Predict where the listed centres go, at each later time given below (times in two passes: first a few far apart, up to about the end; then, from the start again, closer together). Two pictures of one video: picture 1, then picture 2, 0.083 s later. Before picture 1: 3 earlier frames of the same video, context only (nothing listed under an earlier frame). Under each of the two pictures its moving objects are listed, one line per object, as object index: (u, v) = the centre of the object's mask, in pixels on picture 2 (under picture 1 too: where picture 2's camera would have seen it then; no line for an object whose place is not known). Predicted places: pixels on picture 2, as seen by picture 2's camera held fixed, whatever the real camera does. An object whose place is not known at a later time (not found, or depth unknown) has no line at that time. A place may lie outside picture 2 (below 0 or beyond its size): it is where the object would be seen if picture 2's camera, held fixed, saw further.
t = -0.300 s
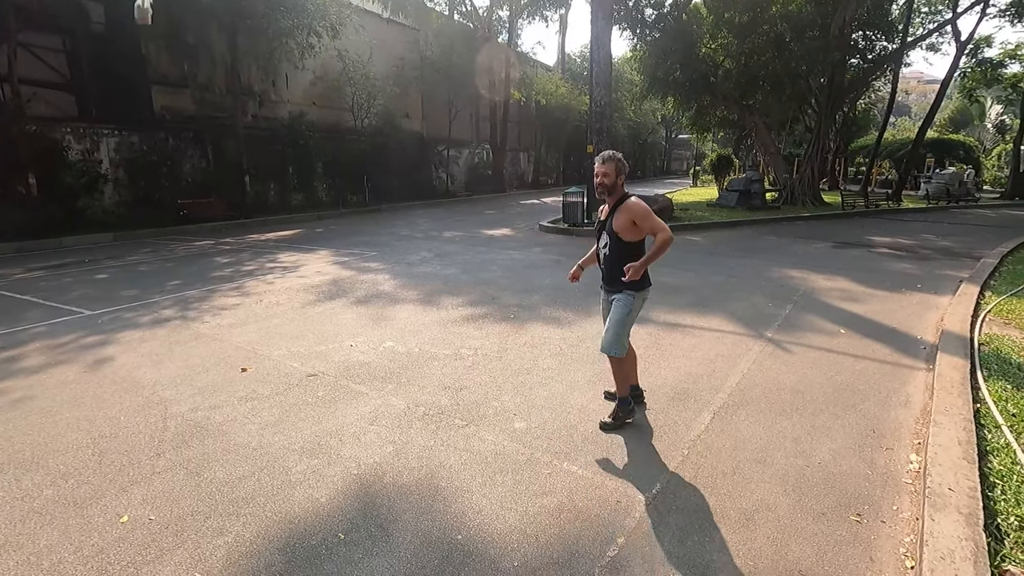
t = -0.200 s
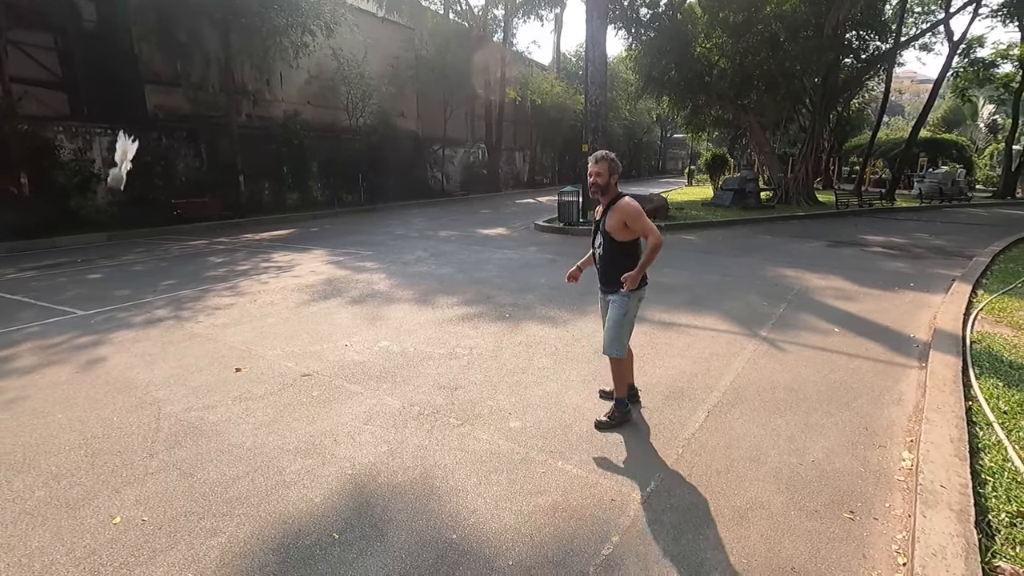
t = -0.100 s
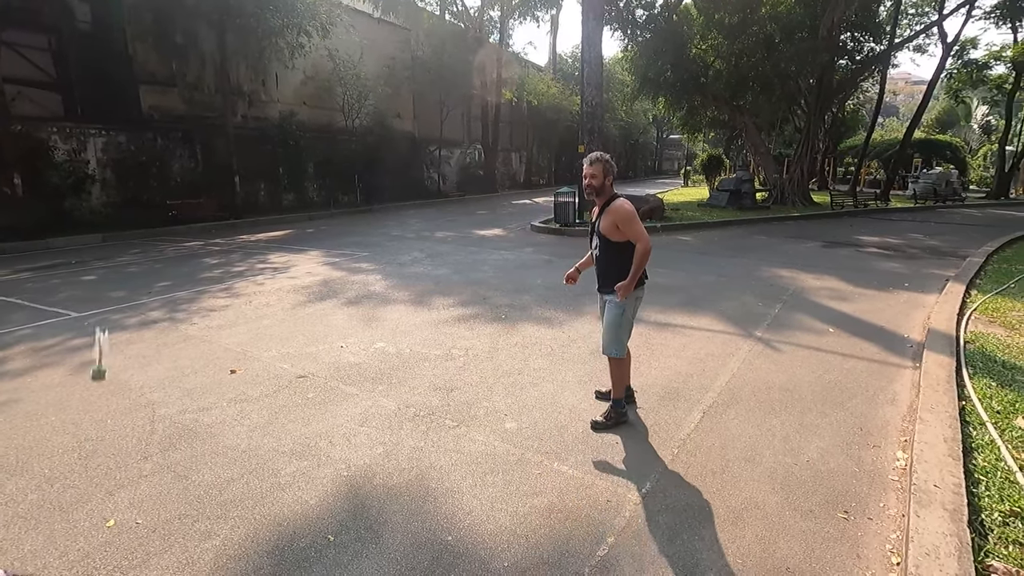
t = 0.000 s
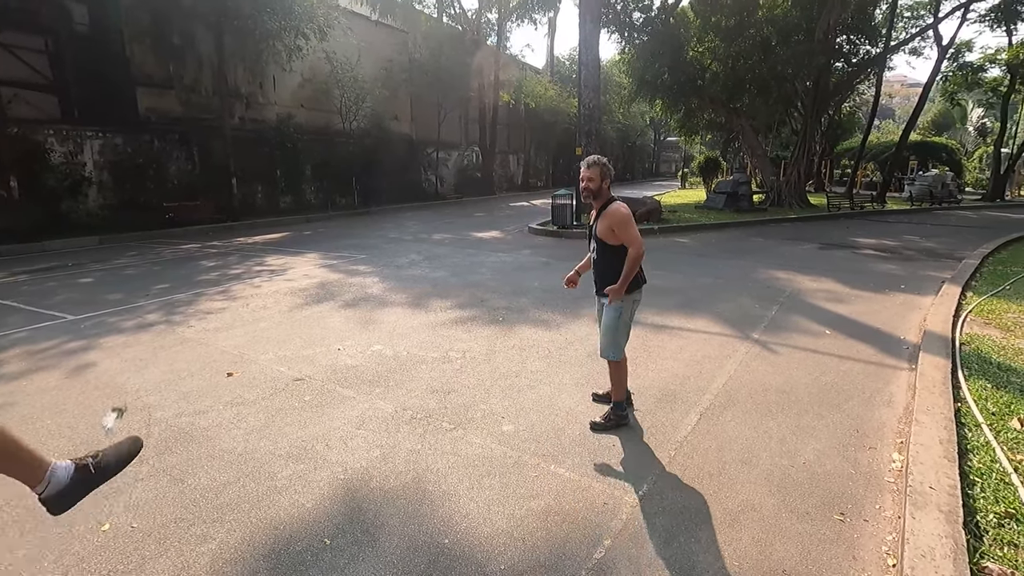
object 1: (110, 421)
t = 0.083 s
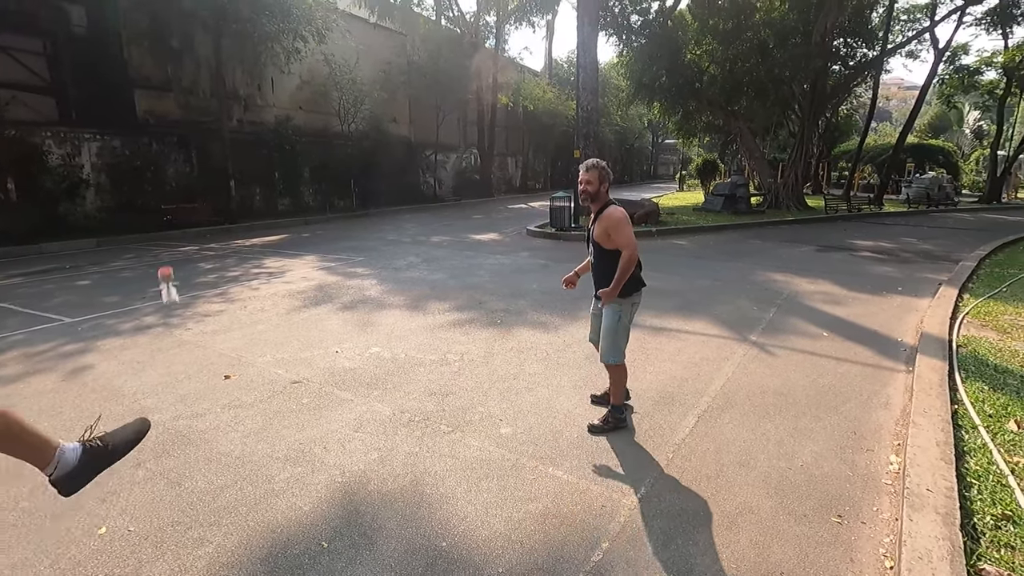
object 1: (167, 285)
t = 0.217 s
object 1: (237, 132)
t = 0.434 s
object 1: (351, 18)
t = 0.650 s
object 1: (452, 39)
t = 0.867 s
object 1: (534, 156)
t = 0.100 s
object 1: (177, 263)
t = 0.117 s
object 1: (187, 243)
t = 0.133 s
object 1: (196, 224)
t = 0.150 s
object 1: (205, 206)
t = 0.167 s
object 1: (213, 187)
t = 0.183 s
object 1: (221, 168)
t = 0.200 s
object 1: (229, 149)
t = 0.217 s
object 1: (237, 132)
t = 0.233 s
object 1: (245, 116)
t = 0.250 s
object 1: (254, 102)
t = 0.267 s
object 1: (260, 89)
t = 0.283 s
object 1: (270, 75)
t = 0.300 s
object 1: (280, 64)
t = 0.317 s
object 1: (287, 55)
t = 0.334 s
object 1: (297, 46)
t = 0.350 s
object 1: (305, 39)
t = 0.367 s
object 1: (314, 33)
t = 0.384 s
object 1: (323, 28)
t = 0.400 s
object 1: (333, 24)
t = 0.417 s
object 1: (339, 21)
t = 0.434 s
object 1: (351, 18)
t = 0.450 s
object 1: (360, 16)
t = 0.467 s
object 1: (368, 15)
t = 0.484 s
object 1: (377, 14)
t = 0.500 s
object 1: (385, 14)
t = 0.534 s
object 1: (400, 17)
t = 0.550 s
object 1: (405, 18)
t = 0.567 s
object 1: (414, 20)
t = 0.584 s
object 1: (422, 22)
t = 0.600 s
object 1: (429, 25)
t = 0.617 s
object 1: (436, 29)
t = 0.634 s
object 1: (445, 34)
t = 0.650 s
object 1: (452, 39)
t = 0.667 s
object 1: (458, 44)
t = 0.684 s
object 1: (465, 51)
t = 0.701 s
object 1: (472, 57)
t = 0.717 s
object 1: (479, 64)
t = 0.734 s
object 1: (486, 73)
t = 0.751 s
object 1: (492, 81)
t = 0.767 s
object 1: (499, 91)
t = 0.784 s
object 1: (505, 100)
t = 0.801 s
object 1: (511, 110)
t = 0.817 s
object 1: (517, 121)
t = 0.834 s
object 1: (523, 133)
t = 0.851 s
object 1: (529, 144)
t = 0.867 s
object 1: (534, 156)
